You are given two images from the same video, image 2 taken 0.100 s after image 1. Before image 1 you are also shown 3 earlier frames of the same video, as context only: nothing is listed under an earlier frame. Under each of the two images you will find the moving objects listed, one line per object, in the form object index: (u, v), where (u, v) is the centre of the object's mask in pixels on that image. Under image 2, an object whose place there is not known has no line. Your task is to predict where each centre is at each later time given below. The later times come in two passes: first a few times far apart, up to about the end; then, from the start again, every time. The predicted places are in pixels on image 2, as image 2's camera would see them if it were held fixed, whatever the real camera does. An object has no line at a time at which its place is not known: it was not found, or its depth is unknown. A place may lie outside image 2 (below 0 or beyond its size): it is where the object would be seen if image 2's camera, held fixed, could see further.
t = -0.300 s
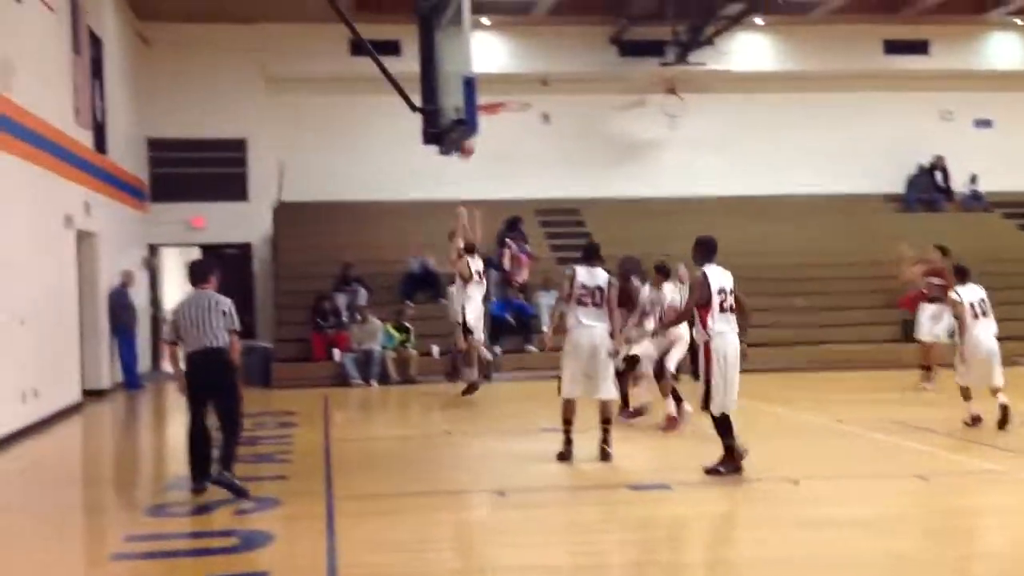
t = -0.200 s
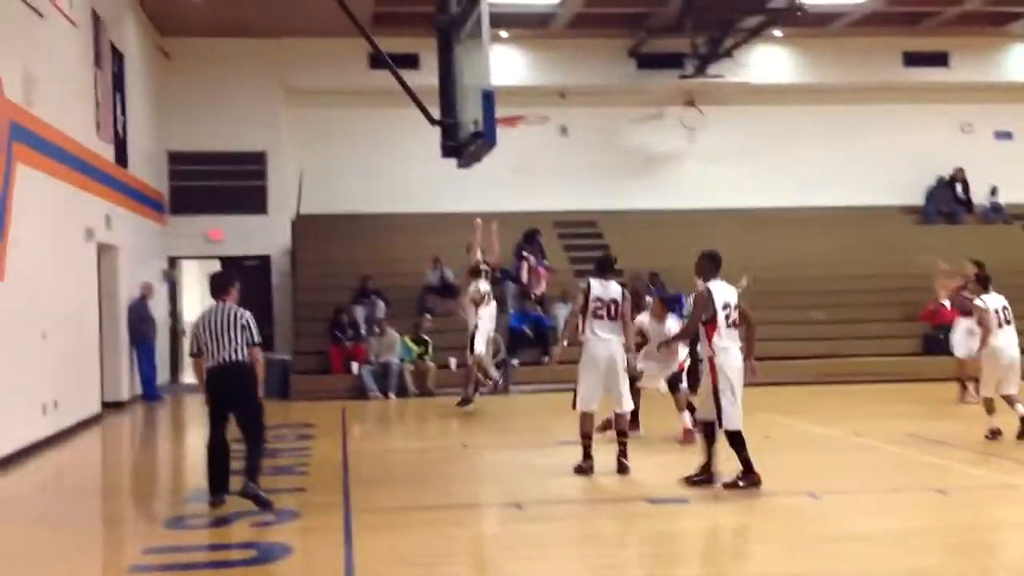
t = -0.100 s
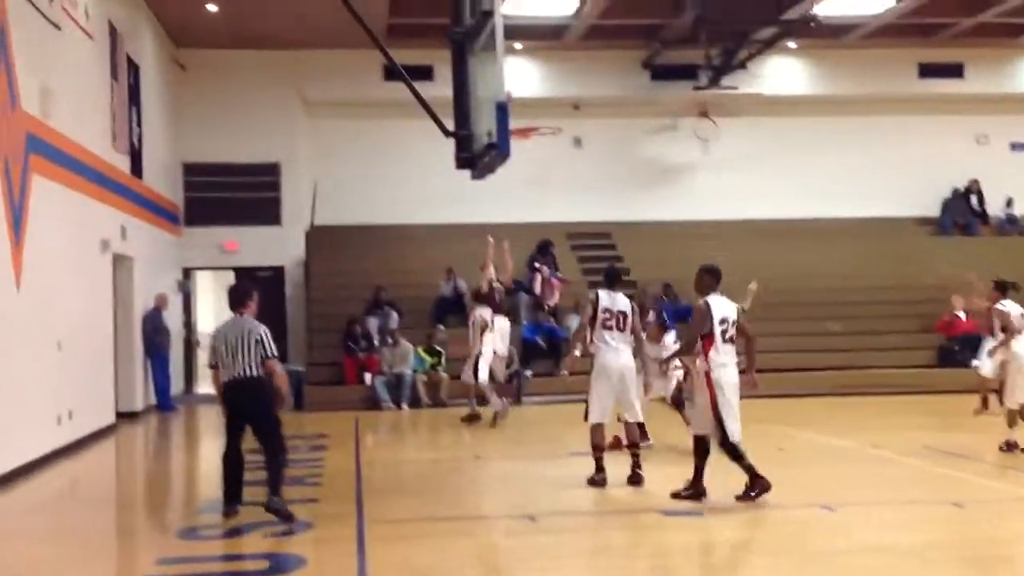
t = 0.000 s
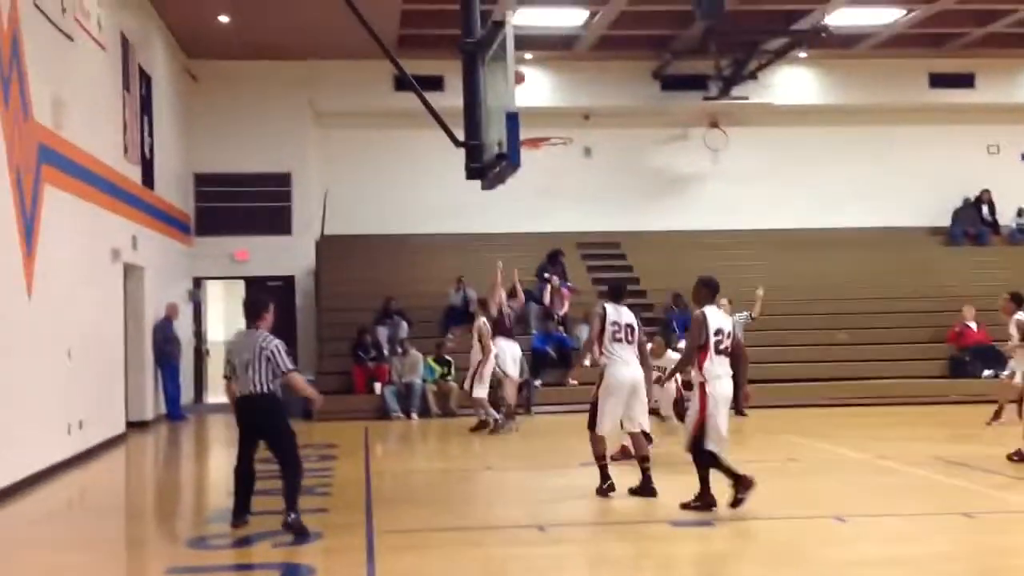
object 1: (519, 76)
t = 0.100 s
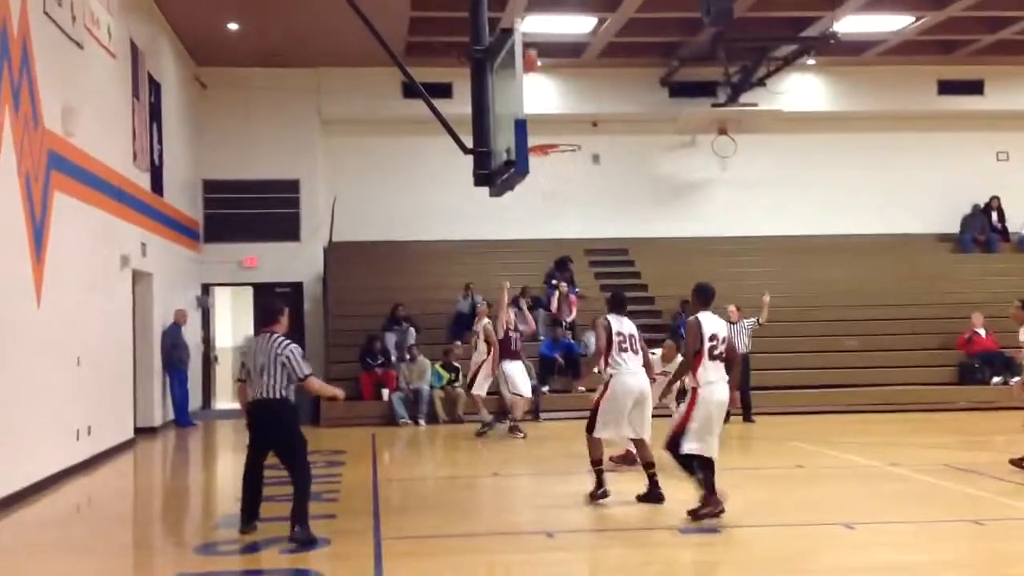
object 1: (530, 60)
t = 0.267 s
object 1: (534, 39)
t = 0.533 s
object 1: (549, 48)
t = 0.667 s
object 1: (555, 84)
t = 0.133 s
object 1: (531, 54)
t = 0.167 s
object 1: (532, 47)
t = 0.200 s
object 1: (532, 45)
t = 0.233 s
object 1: (532, 42)
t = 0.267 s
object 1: (534, 39)
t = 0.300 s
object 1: (536, 37)
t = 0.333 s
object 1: (536, 36)
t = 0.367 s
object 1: (538, 36)
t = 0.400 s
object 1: (539, 37)
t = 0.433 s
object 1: (541, 38)
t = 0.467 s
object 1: (544, 43)
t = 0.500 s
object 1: (546, 45)
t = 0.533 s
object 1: (549, 48)
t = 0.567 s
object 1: (550, 56)
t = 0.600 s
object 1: (552, 63)
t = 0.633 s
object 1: (553, 72)
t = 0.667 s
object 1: (555, 84)
